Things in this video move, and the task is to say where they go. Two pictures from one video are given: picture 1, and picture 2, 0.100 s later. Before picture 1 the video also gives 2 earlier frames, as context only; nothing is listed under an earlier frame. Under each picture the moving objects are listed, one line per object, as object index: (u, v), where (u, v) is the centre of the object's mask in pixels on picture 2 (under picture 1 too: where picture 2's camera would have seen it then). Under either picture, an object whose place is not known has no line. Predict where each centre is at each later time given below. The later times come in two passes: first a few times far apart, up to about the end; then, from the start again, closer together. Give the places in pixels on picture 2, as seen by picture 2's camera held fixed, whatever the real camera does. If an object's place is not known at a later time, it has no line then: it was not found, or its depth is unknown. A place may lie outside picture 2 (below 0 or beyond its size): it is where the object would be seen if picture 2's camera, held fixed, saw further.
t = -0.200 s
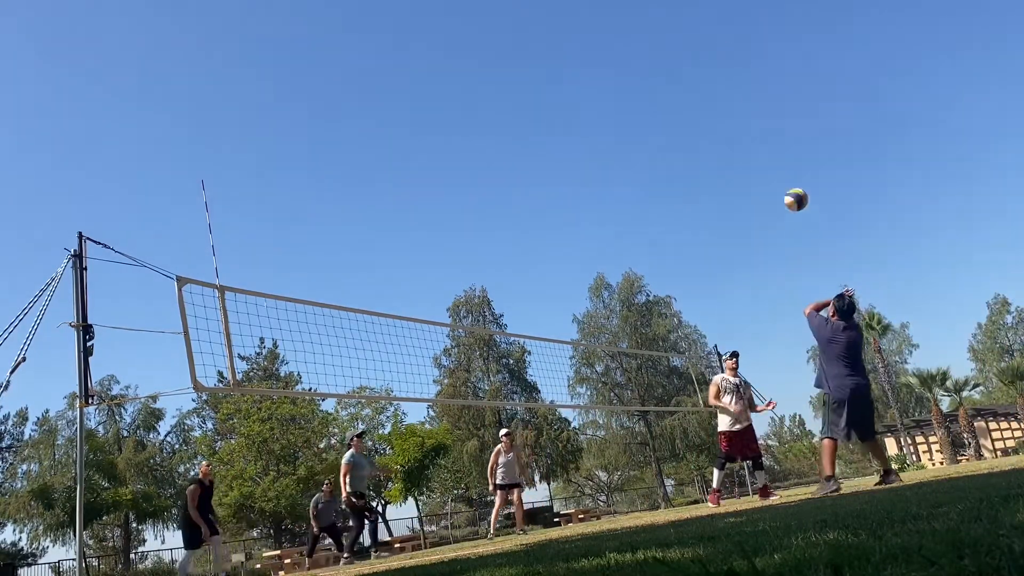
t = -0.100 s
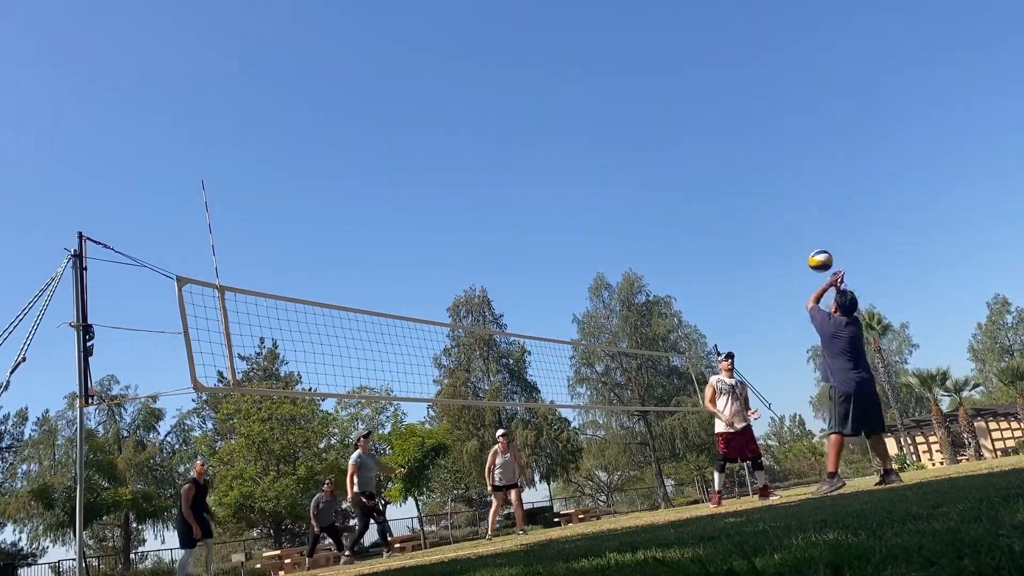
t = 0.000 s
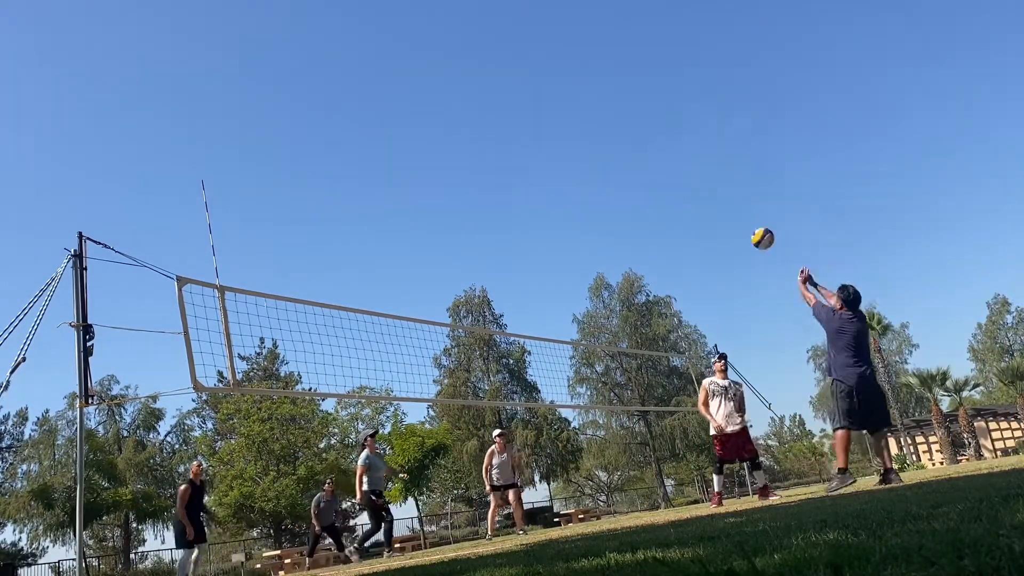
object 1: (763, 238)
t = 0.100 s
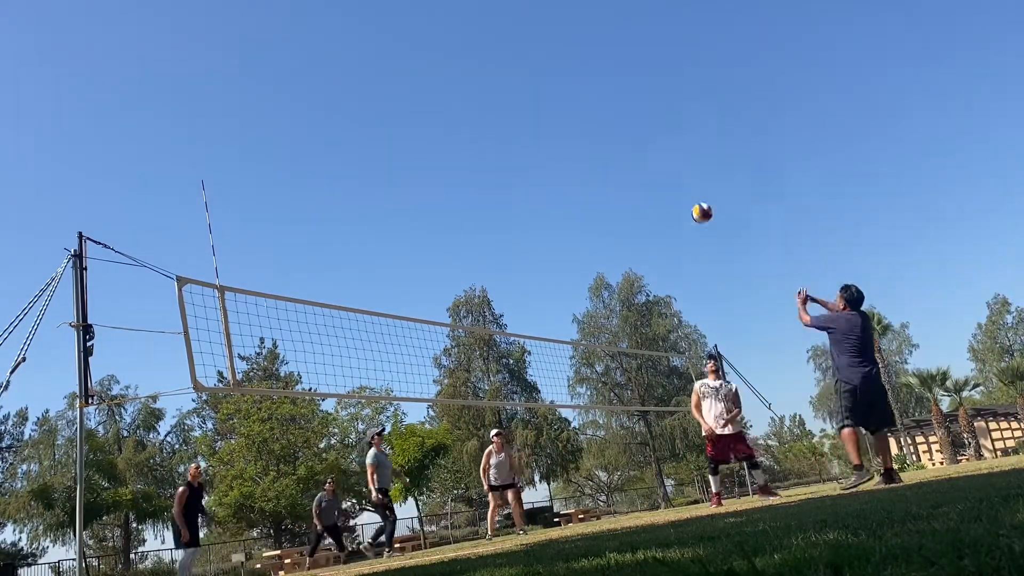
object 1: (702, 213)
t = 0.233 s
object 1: (638, 198)
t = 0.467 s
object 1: (556, 206)
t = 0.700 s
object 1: (498, 247)
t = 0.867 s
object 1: (468, 291)
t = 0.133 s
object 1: (684, 208)
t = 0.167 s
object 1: (667, 203)
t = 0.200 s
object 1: (652, 200)
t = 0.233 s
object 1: (638, 198)
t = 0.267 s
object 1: (624, 197)
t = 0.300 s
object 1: (611, 196)
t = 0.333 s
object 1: (599, 197)
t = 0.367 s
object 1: (587, 198)
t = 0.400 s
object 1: (576, 200)
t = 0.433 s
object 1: (566, 203)
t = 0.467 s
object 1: (556, 206)
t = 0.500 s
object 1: (546, 210)
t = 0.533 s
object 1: (537, 215)
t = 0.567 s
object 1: (529, 220)
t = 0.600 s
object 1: (521, 226)
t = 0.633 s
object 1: (513, 233)
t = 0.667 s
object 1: (505, 240)
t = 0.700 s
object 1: (498, 247)
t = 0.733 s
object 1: (492, 255)
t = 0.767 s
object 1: (486, 263)
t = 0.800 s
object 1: (480, 272)
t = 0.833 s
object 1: (474, 281)
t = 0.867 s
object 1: (468, 291)
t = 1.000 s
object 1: (447, 334)
